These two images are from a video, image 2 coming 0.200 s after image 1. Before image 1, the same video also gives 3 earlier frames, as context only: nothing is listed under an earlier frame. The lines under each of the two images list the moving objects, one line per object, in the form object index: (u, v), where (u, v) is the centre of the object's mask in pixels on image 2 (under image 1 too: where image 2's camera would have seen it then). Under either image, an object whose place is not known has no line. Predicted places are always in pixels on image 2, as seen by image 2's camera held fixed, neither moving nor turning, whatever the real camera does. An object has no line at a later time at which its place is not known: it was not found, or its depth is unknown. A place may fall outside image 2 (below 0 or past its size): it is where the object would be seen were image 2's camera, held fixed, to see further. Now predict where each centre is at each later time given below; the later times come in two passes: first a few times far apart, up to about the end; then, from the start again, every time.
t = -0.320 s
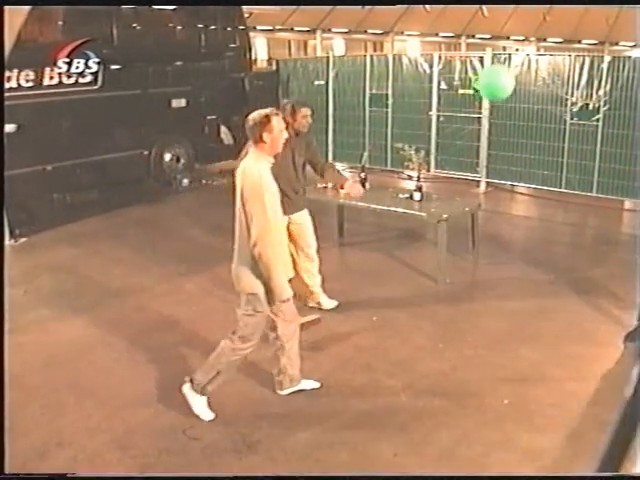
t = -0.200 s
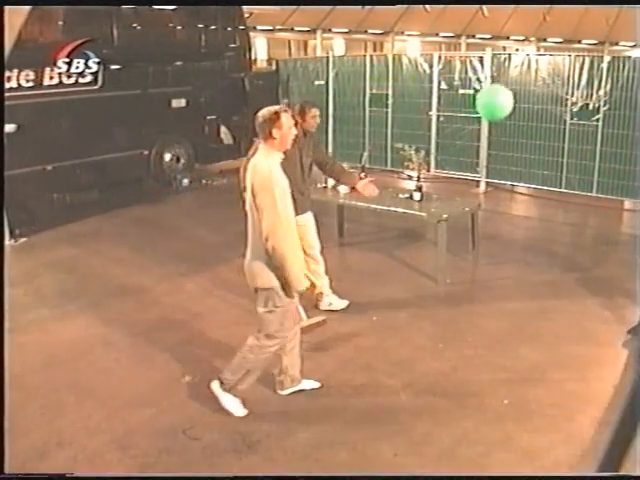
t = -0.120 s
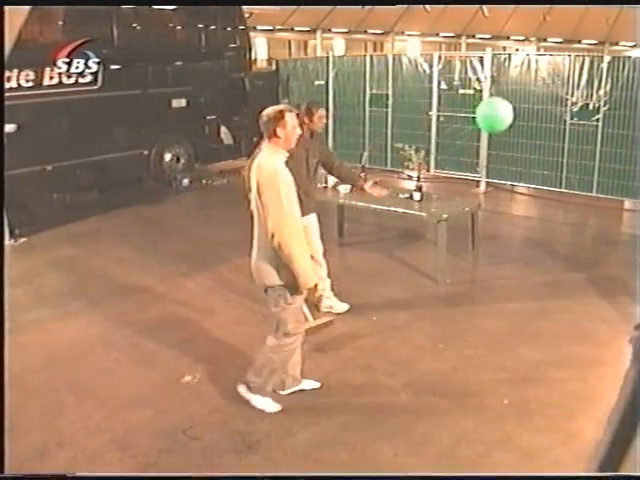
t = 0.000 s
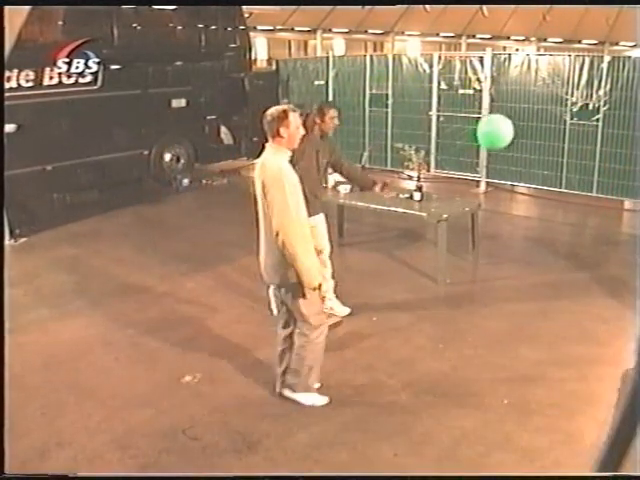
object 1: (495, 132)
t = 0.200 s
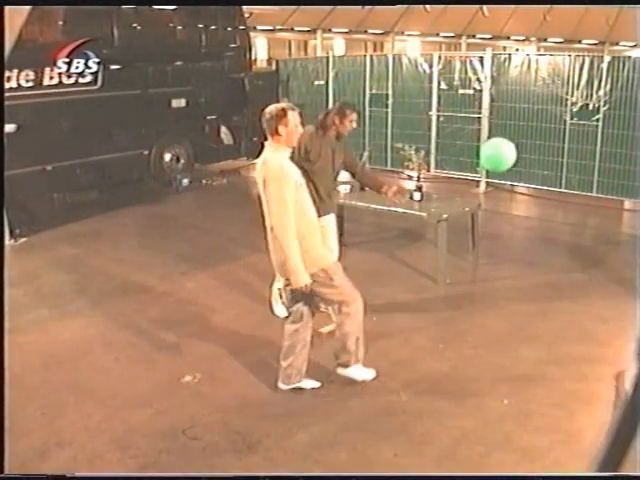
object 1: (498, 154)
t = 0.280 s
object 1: (499, 163)
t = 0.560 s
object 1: (501, 196)
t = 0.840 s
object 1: (502, 235)
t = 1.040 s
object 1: (504, 261)
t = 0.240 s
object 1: (498, 159)
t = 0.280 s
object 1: (499, 163)
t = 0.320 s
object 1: (499, 167)
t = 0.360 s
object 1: (500, 171)
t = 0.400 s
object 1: (500, 176)
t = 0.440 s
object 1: (500, 181)
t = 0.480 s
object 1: (500, 185)
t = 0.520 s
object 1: (501, 190)
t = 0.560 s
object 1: (501, 196)
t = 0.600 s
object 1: (501, 201)
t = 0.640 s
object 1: (502, 207)
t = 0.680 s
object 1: (501, 212)
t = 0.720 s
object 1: (502, 218)
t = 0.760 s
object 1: (502, 224)
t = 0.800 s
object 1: (502, 230)
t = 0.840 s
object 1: (502, 235)
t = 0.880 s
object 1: (503, 240)
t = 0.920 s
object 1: (504, 245)
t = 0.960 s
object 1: (504, 251)
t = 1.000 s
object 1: (504, 256)
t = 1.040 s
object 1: (504, 261)
